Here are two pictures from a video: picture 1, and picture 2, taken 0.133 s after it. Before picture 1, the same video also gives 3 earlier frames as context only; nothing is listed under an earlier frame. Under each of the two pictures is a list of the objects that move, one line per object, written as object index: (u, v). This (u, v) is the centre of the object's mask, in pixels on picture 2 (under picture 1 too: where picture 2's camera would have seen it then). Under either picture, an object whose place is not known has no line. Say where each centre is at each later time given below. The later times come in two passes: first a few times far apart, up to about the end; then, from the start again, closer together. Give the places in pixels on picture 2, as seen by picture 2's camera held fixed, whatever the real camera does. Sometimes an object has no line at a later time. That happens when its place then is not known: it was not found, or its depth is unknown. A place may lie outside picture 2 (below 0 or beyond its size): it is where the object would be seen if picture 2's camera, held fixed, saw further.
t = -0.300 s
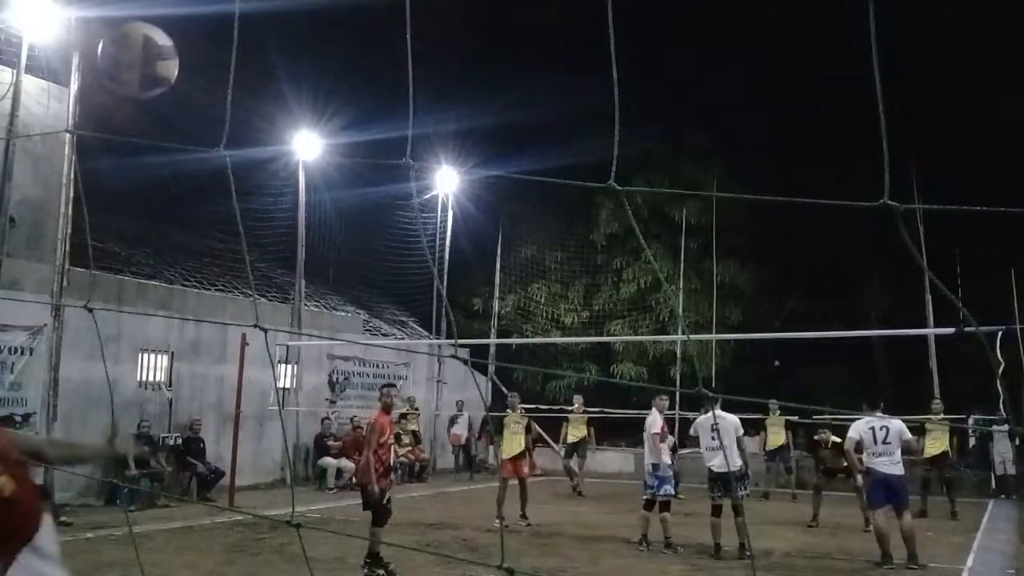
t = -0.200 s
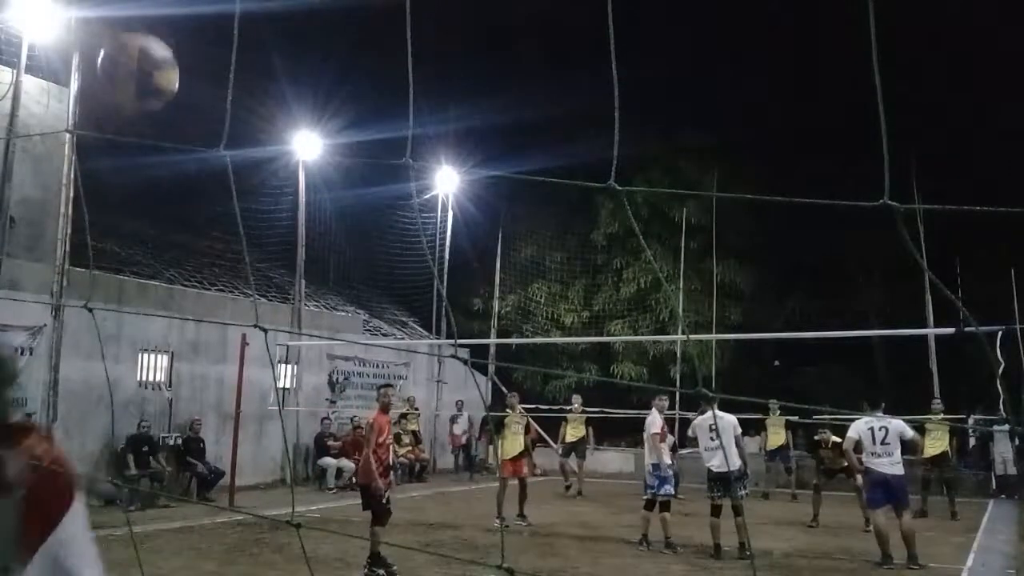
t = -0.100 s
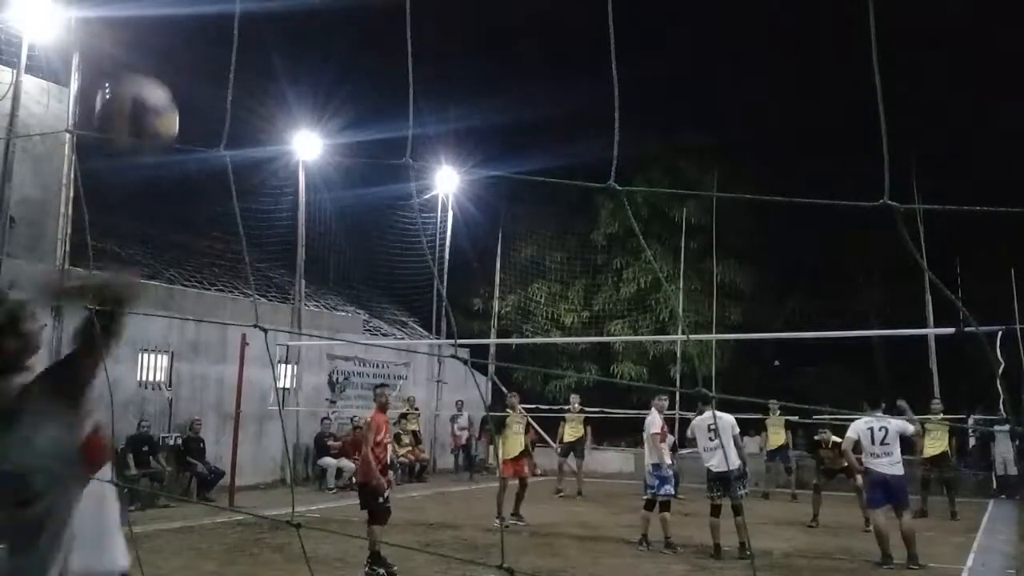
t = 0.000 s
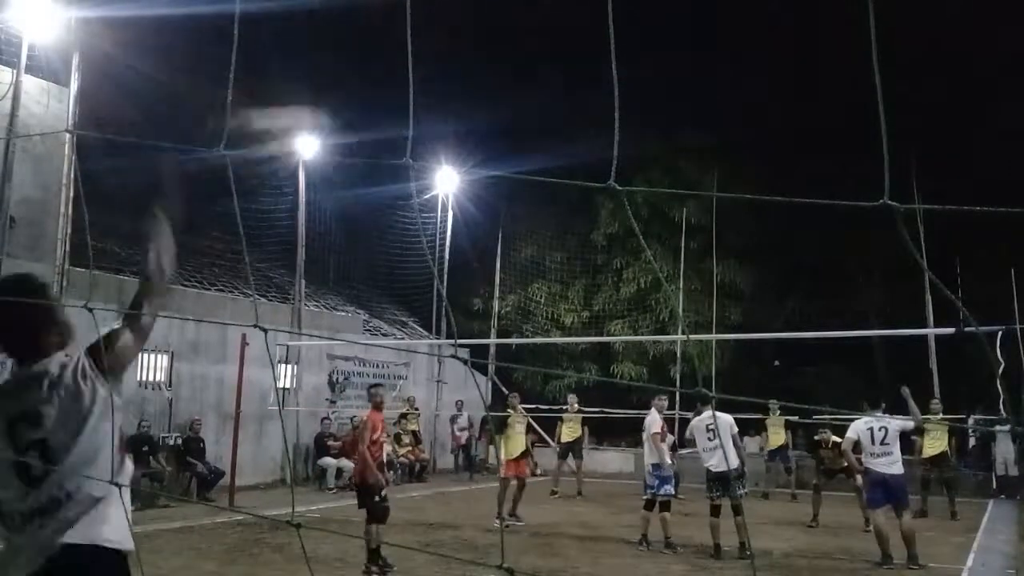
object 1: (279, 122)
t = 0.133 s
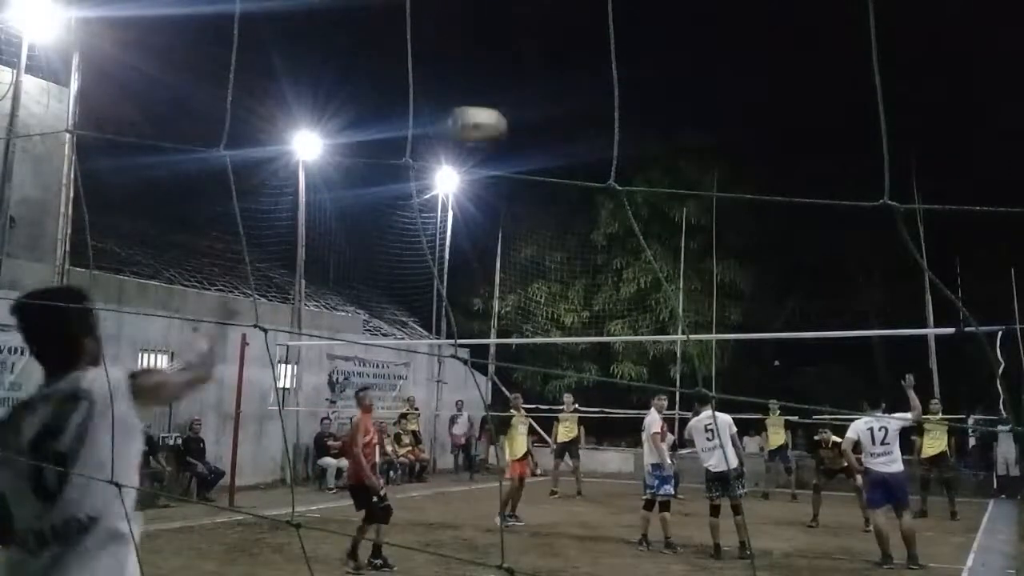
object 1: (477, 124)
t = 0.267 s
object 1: (570, 138)
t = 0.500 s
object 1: (661, 177)
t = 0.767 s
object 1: (723, 243)
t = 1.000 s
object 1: (757, 311)
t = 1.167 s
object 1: (774, 366)
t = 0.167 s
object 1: (504, 126)
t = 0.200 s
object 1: (529, 129)
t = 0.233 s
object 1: (552, 133)
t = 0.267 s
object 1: (570, 138)
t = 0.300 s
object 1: (587, 142)
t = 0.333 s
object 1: (601, 146)
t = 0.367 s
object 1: (616, 153)
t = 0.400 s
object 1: (629, 159)
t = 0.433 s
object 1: (640, 165)
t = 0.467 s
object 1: (651, 171)
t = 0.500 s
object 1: (661, 177)
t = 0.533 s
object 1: (670, 184)
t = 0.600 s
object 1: (687, 199)
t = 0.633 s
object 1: (695, 207)
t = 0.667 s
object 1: (702, 216)
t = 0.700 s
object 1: (710, 224)
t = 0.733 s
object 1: (716, 233)
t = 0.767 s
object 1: (723, 243)
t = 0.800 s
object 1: (728, 252)
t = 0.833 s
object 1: (734, 261)
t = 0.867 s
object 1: (739, 271)
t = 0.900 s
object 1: (744, 281)
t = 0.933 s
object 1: (748, 291)
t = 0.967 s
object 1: (752, 301)
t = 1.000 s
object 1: (757, 311)
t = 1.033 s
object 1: (761, 322)
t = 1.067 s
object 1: (765, 331)
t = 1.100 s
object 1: (769, 345)
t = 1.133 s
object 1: (772, 355)
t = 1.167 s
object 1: (774, 366)
